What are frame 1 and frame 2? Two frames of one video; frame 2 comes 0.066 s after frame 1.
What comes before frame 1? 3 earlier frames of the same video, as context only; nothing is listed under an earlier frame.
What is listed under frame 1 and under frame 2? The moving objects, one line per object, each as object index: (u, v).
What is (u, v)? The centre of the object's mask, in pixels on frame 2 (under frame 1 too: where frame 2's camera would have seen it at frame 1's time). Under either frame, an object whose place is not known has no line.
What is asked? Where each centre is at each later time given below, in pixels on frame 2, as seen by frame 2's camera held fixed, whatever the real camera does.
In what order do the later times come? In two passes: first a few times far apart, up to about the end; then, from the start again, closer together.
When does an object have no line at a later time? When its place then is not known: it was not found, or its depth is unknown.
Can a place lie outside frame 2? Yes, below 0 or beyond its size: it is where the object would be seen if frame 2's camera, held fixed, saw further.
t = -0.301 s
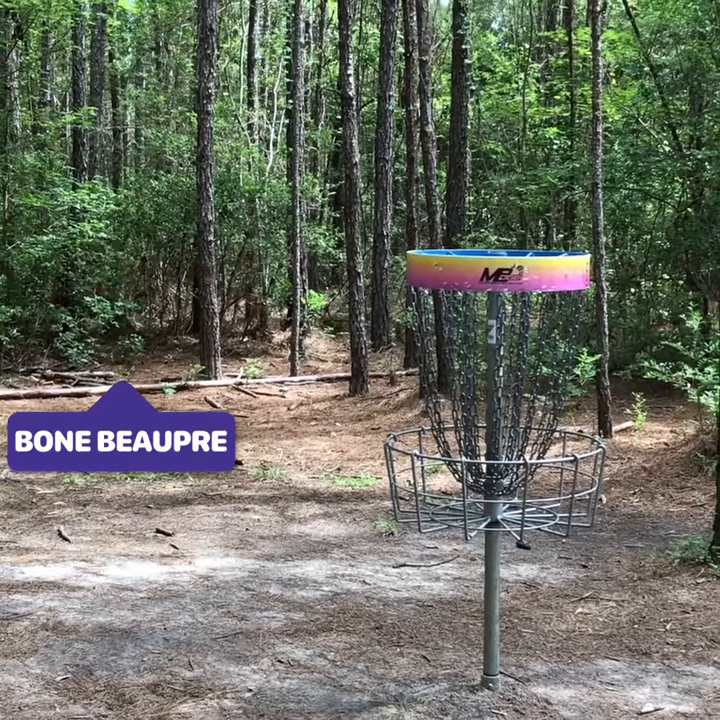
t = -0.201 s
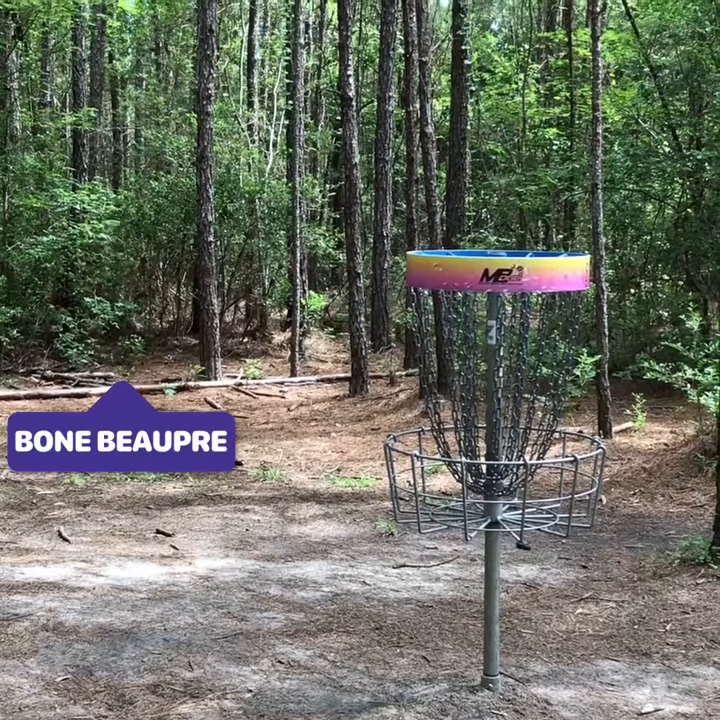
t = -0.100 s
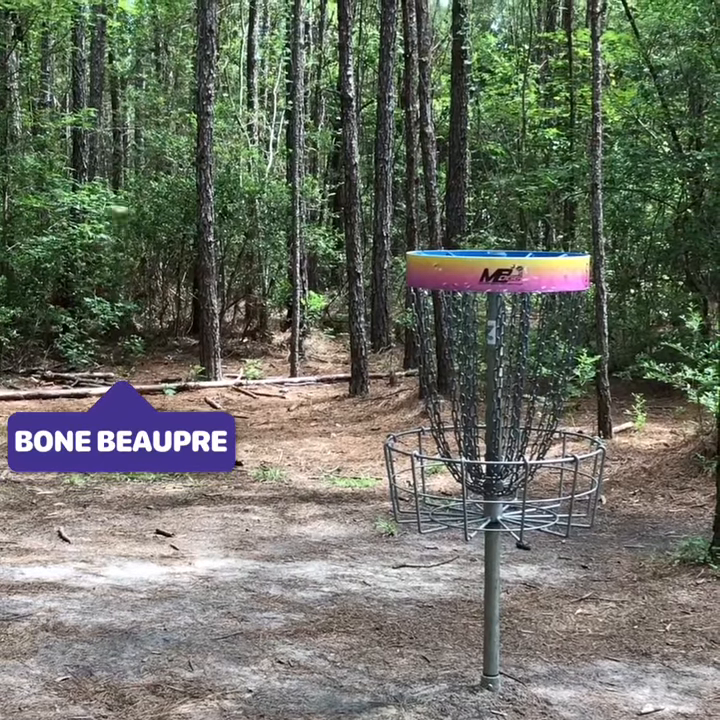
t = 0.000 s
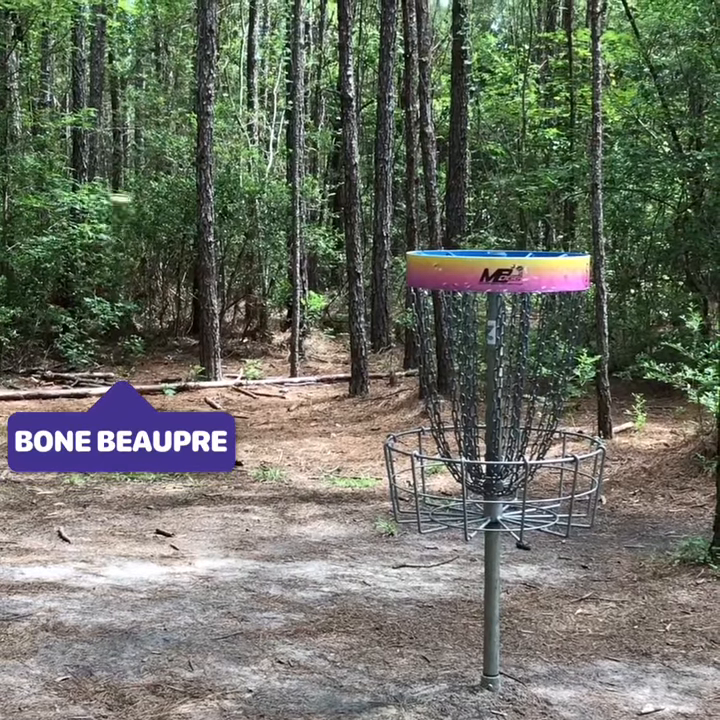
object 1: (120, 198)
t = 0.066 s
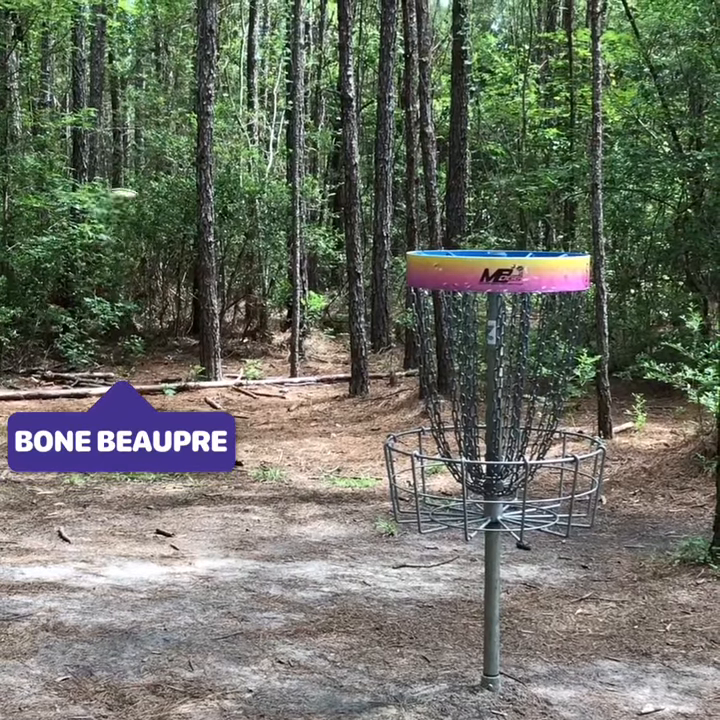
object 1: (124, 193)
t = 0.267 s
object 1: (137, 186)
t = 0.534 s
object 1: (181, 196)
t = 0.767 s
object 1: (264, 239)
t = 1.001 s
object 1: (418, 342)
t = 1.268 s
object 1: (445, 429)
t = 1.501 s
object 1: (433, 483)
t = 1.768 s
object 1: (436, 493)
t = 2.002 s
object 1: (442, 506)
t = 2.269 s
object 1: (441, 507)
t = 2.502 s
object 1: (439, 507)
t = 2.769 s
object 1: (442, 506)
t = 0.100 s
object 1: (125, 191)
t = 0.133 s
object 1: (127, 189)
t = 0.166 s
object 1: (130, 187)
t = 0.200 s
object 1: (132, 187)
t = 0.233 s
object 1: (134, 186)
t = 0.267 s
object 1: (137, 186)
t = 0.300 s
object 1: (141, 185)
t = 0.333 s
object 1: (145, 185)
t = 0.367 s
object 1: (149, 186)
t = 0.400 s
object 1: (155, 187)
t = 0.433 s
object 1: (160, 189)
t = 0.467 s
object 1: (166, 191)
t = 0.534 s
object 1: (181, 196)
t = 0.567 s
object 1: (189, 200)
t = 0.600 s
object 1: (199, 205)
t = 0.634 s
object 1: (209, 209)
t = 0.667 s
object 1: (221, 215)
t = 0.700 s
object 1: (234, 222)
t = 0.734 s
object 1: (248, 230)
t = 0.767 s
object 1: (264, 239)
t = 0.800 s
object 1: (283, 250)
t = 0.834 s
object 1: (302, 262)
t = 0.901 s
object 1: (348, 291)
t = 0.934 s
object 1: (375, 309)
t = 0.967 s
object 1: (401, 328)
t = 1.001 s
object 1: (418, 342)
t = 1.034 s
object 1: (425, 356)
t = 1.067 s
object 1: (426, 364)
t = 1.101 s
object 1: (427, 371)
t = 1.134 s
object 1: (429, 379)
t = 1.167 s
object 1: (432, 388)
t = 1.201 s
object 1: (436, 400)
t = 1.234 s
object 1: (440, 416)
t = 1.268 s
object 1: (445, 429)
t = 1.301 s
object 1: (444, 448)
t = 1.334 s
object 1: (444, 467)
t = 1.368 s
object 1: (443, 481)
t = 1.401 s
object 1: (442, 480)
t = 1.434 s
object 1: (440, 482)
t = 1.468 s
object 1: (438, 484)
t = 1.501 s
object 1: (433, 483)
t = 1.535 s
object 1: (432, 484)
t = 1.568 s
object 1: (433, 483)
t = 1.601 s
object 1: (433, 483)
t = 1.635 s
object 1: (433, 484)
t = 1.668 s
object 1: (432, 486)
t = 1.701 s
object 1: (433, 488)
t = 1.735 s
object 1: (435, 490)
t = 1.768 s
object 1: (436, 493)
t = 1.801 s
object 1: (438, 496)
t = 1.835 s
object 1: (434, 501)
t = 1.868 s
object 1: (439, 506)
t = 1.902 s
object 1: (441, 504)
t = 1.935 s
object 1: (441, 503)
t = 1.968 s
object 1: (442, 503)
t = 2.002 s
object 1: (442, 506)
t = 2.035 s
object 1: (440, 506)
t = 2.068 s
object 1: (439, 505)
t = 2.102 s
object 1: (438, 506)
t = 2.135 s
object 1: (440, 507)
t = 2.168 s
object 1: (441, 506)
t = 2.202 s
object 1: (441, 506)
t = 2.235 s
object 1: (441, 507)
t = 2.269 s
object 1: (441, 507)
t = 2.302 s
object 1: (440, 507)
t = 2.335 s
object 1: (441, 507)
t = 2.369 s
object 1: (441, 507)
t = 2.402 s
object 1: (440, 507)
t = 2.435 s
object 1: (440, 507)
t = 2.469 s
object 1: (439, 507)
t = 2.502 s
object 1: (439, 507)
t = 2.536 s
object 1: (439, 507)
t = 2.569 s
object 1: (439, 507)
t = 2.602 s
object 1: (439, 507)
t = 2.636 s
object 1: (439, 507)
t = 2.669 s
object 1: (436, 507)
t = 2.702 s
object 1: (439, 506)
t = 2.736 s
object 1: (437, 506)
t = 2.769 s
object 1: (442, 506)
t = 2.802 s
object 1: (437, 506)
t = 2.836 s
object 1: (441, 506)
